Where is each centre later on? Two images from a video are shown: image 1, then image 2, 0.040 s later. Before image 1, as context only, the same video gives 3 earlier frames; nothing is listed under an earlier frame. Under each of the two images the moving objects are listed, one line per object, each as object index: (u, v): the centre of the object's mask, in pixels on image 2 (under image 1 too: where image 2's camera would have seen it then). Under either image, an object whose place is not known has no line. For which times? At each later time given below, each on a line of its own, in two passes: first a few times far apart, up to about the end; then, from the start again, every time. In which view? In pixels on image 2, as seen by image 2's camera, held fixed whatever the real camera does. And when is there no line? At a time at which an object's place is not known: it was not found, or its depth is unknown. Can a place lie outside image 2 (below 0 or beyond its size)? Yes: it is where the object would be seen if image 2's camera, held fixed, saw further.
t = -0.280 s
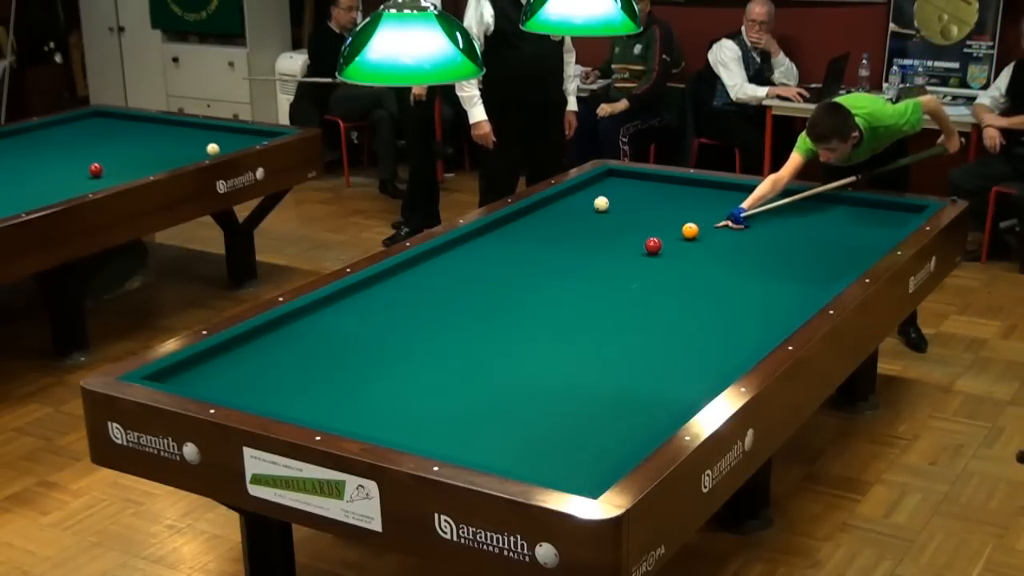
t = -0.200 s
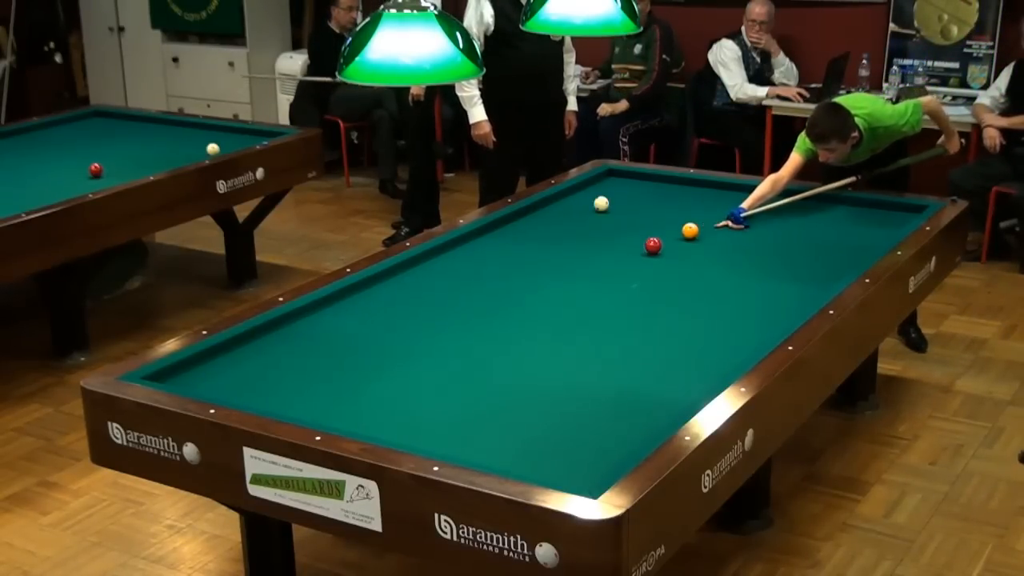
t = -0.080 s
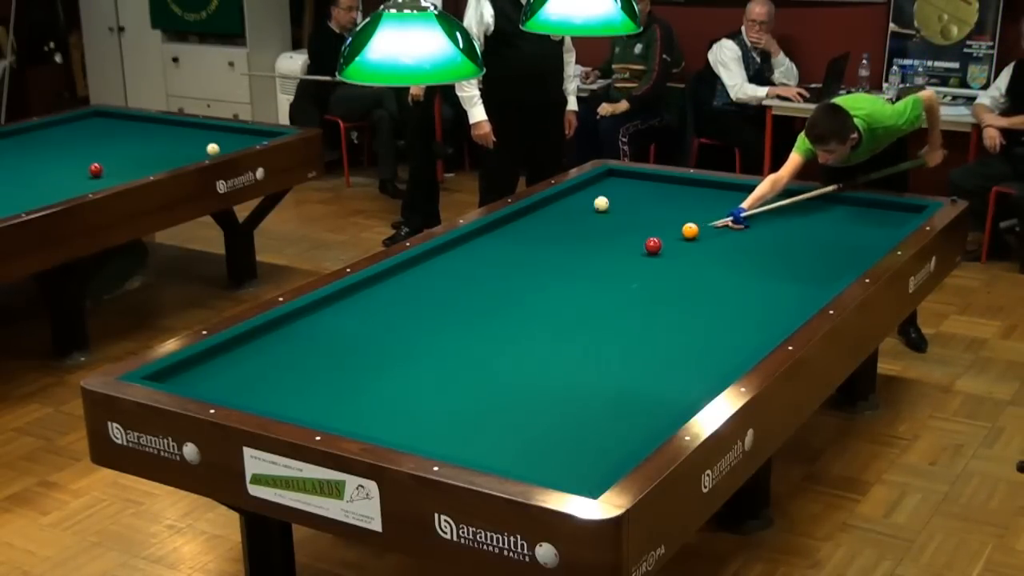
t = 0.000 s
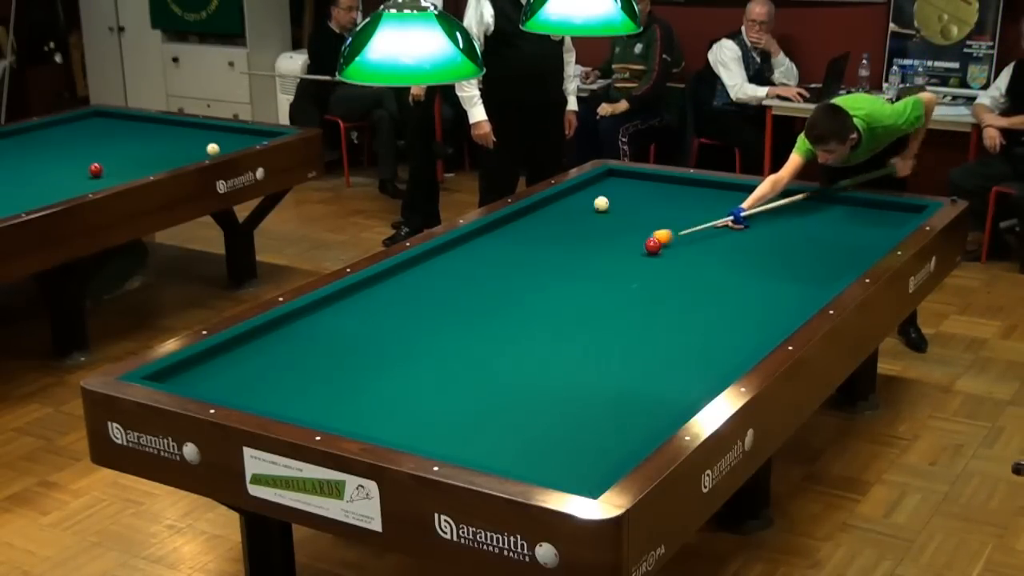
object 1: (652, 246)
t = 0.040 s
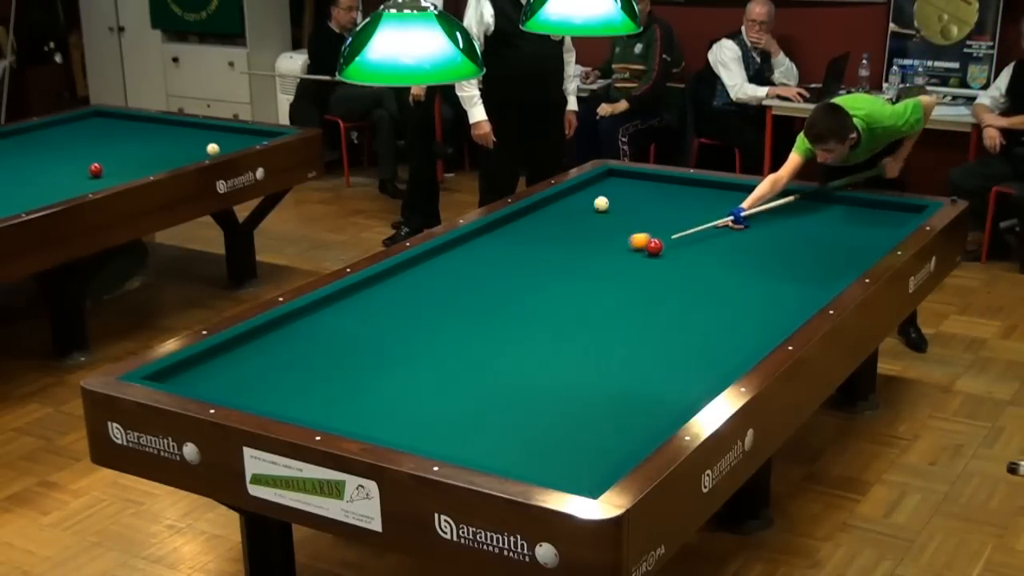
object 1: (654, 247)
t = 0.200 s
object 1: (662, 258)
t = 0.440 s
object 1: (674, 272)
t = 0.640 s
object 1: (684, 285)
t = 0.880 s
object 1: (697, 300)
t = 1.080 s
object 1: (708, 314)
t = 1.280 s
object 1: (720, 328)
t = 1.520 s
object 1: (734, 346)
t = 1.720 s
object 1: (731, 357)
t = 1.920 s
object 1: (707, 363)
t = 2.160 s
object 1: (679, 371)
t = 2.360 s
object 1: (655, 377)
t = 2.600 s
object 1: (627, 385)
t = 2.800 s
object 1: (604, 391)
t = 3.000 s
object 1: (581, 397)
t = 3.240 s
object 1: (554, 404)
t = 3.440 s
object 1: (531, 410)
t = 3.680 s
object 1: (504, 418)
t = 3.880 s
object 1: (482, 424)
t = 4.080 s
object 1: (460, 430)
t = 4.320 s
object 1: (434, 437)
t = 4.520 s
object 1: (413, 439)
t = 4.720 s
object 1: (411, 436)
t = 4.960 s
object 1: (410, 431)
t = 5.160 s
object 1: (411, 426)
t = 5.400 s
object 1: (411, 420)
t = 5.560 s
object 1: (411, 416)
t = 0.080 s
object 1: (656, 250)
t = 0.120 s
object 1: (658, 253)
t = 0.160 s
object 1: (660, 255)
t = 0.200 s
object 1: (662, 258)
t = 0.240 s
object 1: (664, 260)
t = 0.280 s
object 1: (666, 262)
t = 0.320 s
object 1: (668, 265)
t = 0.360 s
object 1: (670, 267)
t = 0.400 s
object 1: (672, 270)
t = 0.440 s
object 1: (674, 272)
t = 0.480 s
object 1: (676, 274)
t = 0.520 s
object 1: (678, 277)
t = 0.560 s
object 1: (680, 279)
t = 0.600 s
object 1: (682, 282)
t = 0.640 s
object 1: (684, 285)
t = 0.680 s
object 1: (686, 287)
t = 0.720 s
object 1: (688, 290)
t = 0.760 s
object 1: (690, 292)
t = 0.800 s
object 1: (692, 295)
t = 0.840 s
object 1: (694, 297)
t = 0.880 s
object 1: (697, 300)
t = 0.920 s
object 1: (699, 302)
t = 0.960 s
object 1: (701, 305)
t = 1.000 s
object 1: (703, 308)
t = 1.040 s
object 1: (706, 311)
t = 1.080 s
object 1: (708, 314)
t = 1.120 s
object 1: (710, 317)
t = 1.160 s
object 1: (712, 319)
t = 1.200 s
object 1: (715, 322)
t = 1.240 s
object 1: (717, 325)
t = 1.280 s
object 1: (720, 328)
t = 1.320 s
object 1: (722, 331)
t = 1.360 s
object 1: (724, 334)
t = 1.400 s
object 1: (727, 336)
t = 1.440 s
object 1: (729, 340)
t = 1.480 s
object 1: (732, 342)
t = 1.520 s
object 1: (734, 346)
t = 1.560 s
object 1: (737, 349)
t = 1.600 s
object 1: (739, 351)
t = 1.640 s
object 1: (740, 353)
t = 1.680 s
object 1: (735, 355)
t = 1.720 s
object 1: (731, 357)
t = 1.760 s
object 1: (726, 358)
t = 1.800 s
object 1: (721, 360)
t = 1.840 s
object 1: (717, 361)
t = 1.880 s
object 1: (712, 362)
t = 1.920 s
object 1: (707, 363)
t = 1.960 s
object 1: (702, 365)
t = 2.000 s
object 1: (698, 366)
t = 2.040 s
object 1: (693, 367)
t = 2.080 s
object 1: (689, 367)
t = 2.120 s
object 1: (683, 369)
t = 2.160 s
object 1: (679, 371)
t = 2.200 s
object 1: (674, 372)
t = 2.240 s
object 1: (669, 373)
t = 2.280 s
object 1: (665, 374)
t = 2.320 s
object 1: (660, 376)
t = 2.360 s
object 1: (655, 377)
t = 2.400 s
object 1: (650, 379)
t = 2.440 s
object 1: (646, 380)
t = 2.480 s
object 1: (641, 381)
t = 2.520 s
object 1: (637, 382)
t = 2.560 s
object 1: (632, 383)
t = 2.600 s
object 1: (627, 385)
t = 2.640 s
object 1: (623, 386)
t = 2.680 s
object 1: (618, 387)
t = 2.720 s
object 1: (613, 388)
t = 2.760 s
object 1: (609, 389)
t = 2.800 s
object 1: (604, 391)
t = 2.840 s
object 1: (600, 392)
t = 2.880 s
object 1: (595, 393)
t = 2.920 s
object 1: (590, 394)
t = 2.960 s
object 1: (585, 396)
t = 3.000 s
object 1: (581, 397)
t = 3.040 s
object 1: (577, 398)
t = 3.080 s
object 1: (572, 399)
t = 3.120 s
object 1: (567, 401)
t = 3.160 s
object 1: (563, 402)
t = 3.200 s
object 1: (558, 403)
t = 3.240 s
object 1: (554, 404)
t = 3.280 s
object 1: (549, 405)
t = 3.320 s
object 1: (544, 407)
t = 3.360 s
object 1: (540, 408)
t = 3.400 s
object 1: (535, 409)
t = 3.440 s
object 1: (531, 410)
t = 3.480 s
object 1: (526, 412)
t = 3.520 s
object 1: (522, 413)
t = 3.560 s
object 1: (517, 414)
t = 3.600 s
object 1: (513, 415)
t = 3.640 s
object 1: (508, 416)
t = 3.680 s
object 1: (504, 418)
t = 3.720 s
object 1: (499, 419)
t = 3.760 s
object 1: (495, 420)
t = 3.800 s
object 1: (491, 421)
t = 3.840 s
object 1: (486, 422)
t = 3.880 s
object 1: (482, 424)
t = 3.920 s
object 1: (477, 425)
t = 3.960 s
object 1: (473, 426)
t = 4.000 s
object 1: (469, 427)
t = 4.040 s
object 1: (464, 428)
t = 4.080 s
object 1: (460, 430)
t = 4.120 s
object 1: (455, 431)
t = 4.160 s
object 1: (451, 432)
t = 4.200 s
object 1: (447, 433)
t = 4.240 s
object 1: (442, 434)
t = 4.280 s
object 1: (438, 436)
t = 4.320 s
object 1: (434, 437)
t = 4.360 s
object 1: (430, 437)
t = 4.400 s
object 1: (426, 438)
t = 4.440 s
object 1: (421, 438)
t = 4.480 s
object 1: (417, 439)
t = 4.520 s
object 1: (413, 439)
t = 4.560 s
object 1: (411, 439)
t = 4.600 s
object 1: (411, 438)
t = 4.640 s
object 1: (411, 437)
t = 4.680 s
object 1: (411, 437)
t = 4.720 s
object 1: (411, 436)
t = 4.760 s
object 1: (411, 435)
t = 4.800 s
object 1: (411, 435)
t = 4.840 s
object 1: (411, 434)
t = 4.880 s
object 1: (411, 433)
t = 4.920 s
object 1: (411, 432)
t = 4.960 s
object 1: (410, 431)
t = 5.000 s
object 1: (410, 430)
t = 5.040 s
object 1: (411, 429)
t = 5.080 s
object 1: (411, 428)
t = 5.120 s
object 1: (411, 427)
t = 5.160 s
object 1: (411, 426)
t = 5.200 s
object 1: (411, 425)
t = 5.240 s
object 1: (411, 424)
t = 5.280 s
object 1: (411, 423)
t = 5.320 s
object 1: (411, 422)
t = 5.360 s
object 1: (411, 421)
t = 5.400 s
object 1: (411, 420)
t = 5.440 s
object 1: (411, 419)
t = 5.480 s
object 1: (411, 418)
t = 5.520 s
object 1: (411, 417)
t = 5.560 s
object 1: (411, 416)
